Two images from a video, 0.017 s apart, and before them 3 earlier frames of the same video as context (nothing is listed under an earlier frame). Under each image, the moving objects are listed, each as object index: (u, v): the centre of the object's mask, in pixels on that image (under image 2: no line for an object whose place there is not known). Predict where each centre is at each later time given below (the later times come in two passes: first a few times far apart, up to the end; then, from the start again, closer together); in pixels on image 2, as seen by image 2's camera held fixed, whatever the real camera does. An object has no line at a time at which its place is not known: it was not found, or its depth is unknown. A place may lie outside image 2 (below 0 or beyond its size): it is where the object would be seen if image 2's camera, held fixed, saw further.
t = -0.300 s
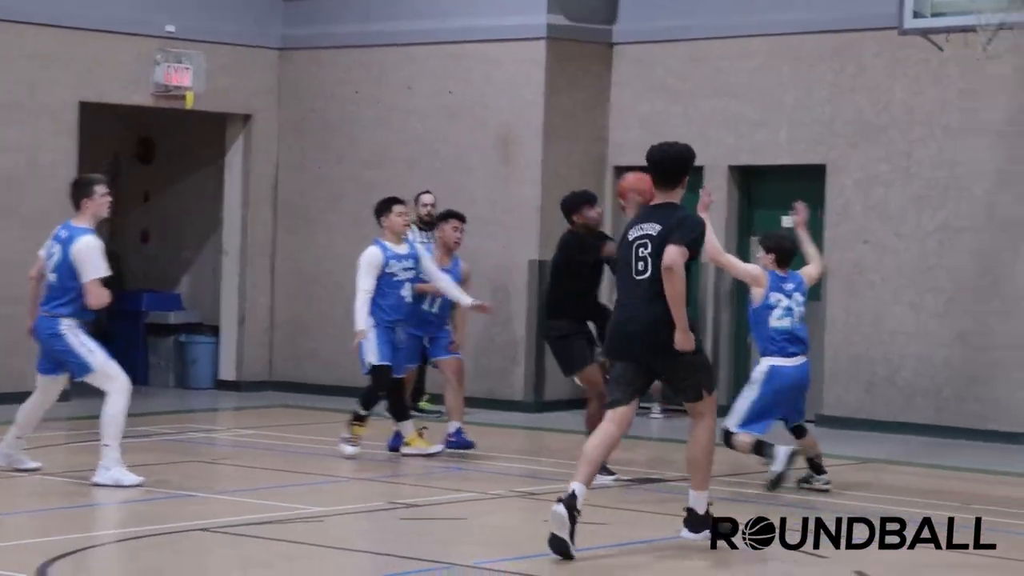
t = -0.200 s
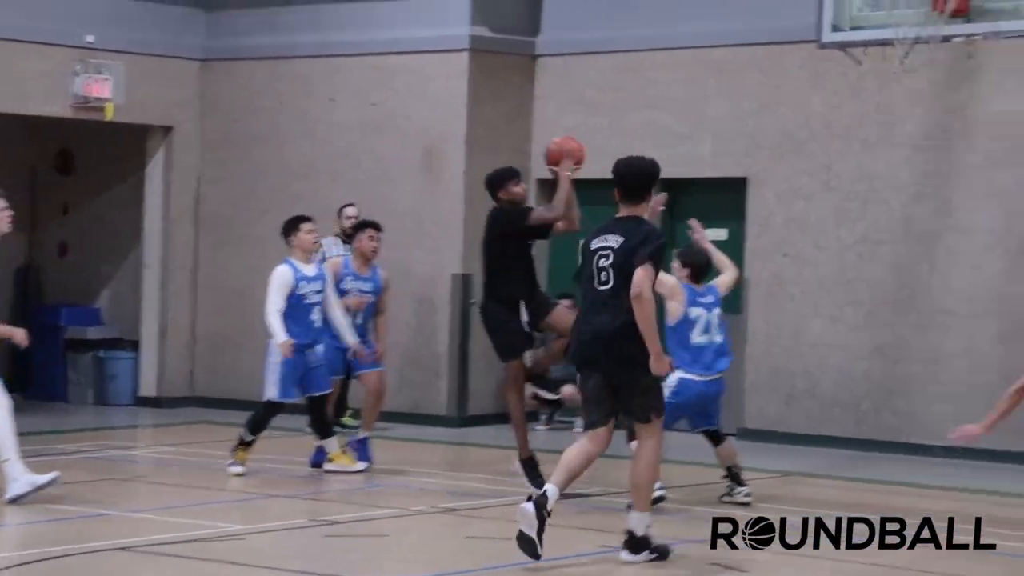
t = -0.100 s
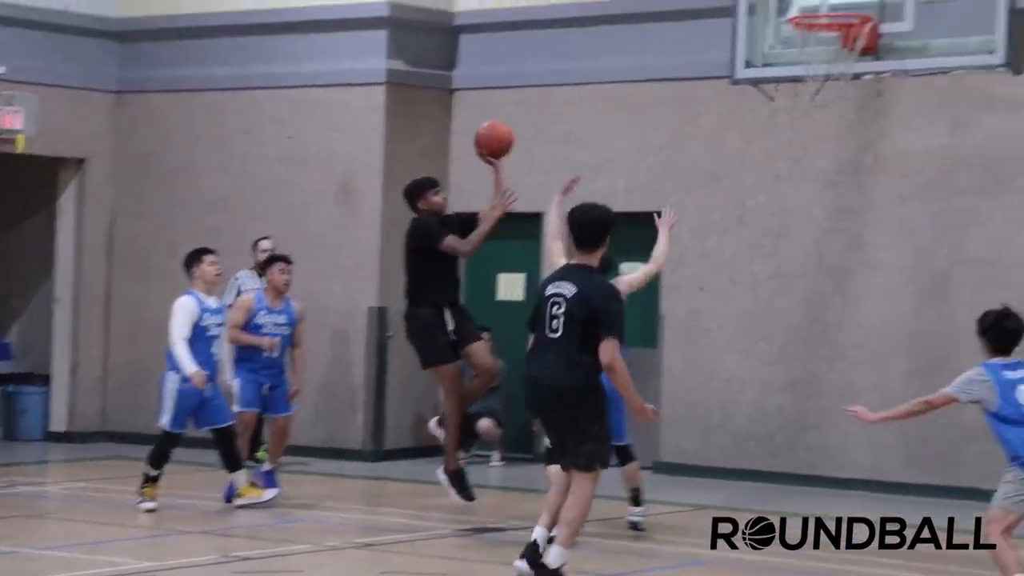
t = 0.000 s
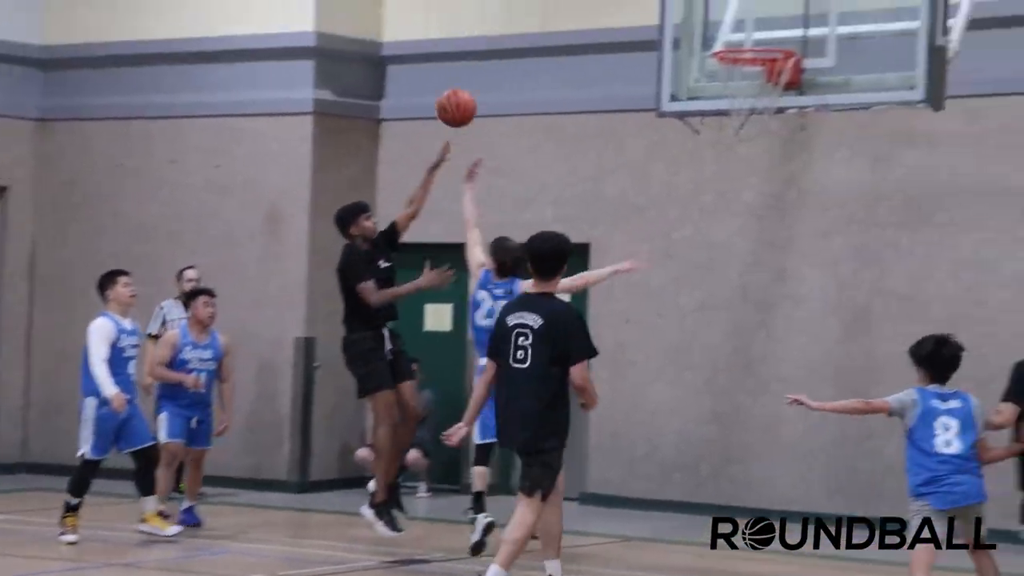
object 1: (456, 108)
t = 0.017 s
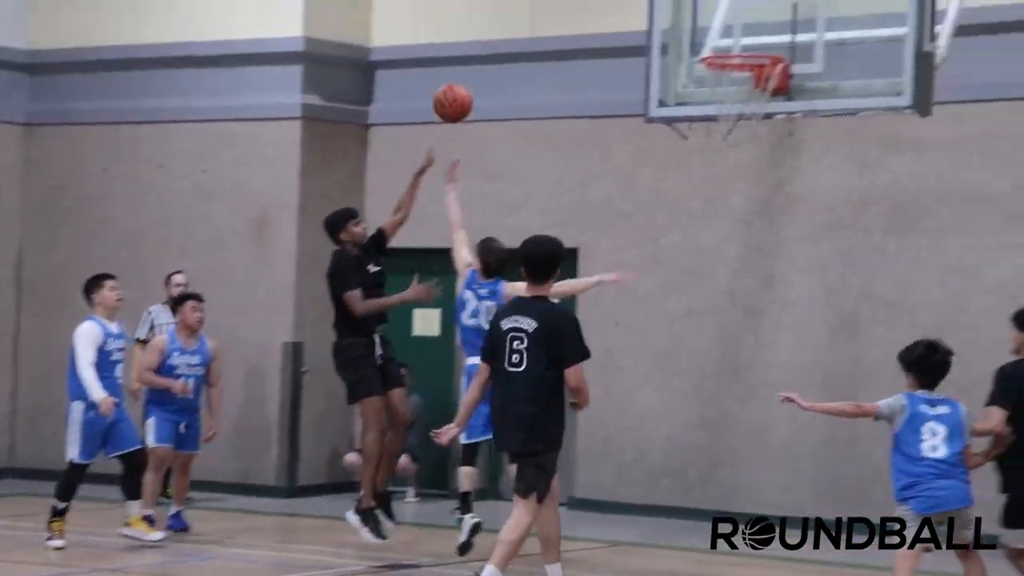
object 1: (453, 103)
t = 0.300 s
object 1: (579, -1)
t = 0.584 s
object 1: (704, 28)
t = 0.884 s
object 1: (773, 125)
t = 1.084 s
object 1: (776, 220)
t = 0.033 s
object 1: (460, 93)
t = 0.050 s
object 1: (467, 84)
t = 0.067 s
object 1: (474, 75)
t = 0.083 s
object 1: (482, 67)
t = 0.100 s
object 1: (490, 59)
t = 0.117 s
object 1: (497, 51)
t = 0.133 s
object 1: (505, 44)
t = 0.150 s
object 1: (512, 38)
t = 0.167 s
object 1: (519, 32)
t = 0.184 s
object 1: (526, 27)
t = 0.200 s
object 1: (534, 21)
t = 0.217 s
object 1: (542, 17)
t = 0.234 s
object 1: (549, 13)
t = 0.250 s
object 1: (556, 9)
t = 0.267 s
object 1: (564, 5)
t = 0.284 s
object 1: (571, 2)
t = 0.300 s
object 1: (579, -1)
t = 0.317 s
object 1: (586, -3)
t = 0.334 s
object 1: (594, -4)
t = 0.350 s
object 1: (601, -6)
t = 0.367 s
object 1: (608, -6)
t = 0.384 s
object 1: (615, -6)
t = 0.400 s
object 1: (622, -6)
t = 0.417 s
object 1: (630, -5)
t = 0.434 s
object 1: (637, -4)
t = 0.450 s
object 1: (645, -3)
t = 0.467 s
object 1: (652, 0)
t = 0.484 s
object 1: (659, 3)
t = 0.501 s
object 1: (666, 6)
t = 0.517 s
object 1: (673, 10)
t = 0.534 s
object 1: (680, 14)
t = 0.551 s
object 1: (688, 18)
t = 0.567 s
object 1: (696, 23)
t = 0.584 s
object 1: (704, 28)
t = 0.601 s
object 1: (711, 34)
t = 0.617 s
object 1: (719, 39)
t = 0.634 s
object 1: (727, 43)
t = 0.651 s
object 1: (735, 52)
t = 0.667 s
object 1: (741, 63)
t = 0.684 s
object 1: (750, 73)
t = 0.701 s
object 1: (756, 81)
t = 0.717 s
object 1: (762, 86)
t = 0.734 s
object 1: (765, 90)
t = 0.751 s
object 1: (768, 96)
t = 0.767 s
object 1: (768, 95)
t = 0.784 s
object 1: (772, 101)
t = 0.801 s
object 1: (773, 105)
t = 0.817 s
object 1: (771, 109)
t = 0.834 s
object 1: (772, 113)
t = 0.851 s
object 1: (772, 116)
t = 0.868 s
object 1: (773, 120)
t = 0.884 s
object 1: (773, 125)
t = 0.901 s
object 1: (774, 130)
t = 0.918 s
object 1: (774, 136)
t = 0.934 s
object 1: (775, 142)
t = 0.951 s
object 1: (775, 148)
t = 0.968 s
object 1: (775, 156)
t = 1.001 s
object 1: (776, 172)
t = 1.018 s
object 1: (776, 180)
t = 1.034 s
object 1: (775, 190)
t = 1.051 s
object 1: (776, 199)
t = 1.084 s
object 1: (776, 220)
